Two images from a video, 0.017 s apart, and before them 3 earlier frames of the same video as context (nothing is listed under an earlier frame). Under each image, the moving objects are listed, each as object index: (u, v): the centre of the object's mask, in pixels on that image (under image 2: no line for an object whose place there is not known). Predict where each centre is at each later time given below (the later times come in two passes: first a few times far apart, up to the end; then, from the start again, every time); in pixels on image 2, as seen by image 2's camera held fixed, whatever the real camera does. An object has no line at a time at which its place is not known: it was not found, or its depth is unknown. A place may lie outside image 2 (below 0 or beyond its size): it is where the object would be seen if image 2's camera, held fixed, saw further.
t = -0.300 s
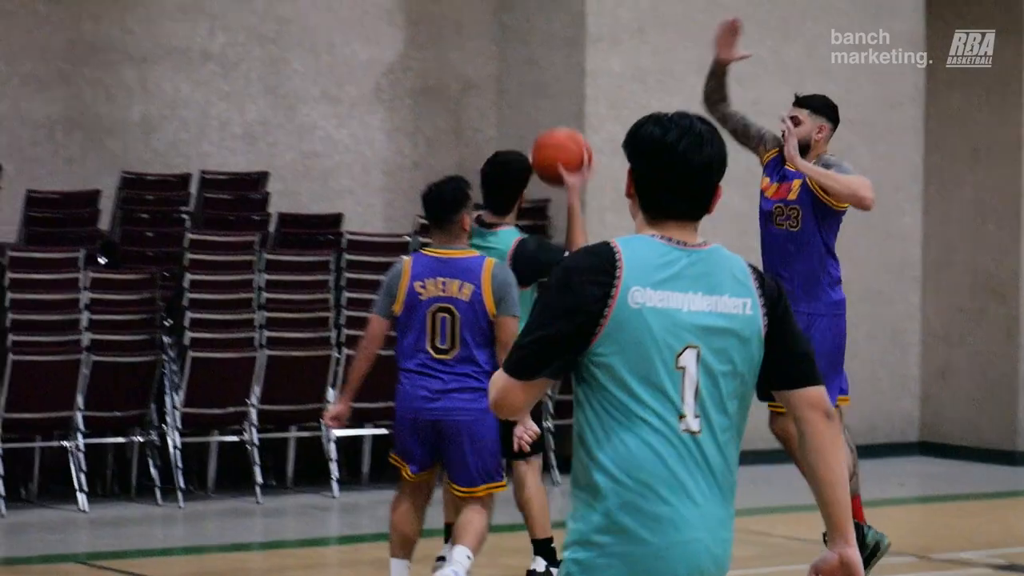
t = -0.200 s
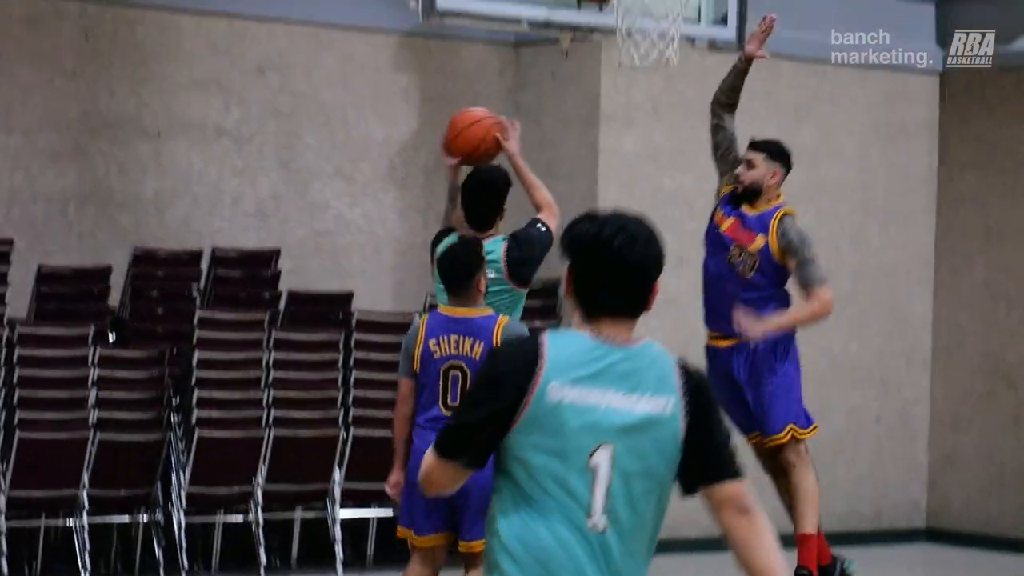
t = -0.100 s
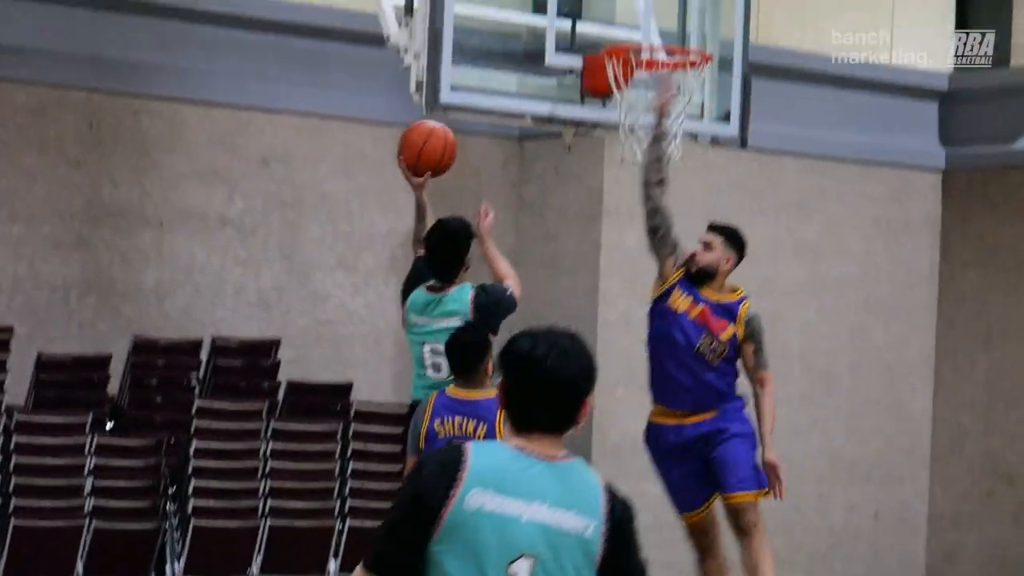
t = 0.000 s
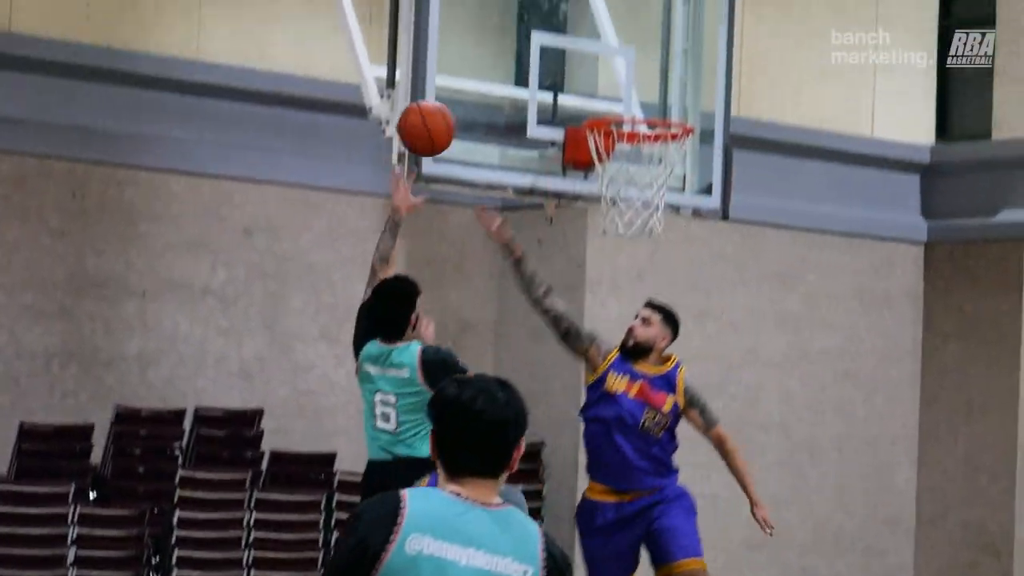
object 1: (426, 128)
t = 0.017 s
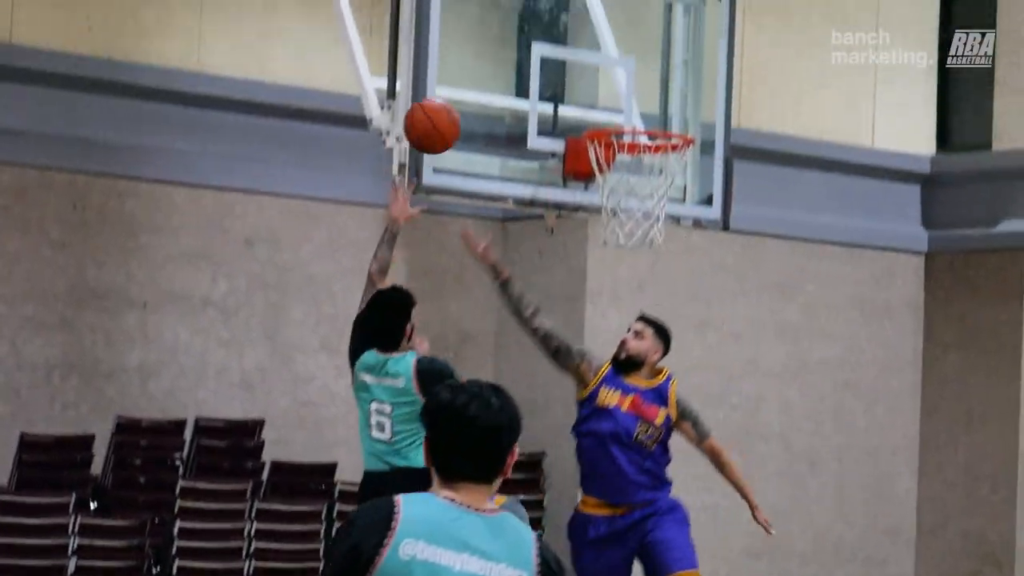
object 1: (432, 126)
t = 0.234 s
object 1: (496, 15)
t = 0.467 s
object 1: (575, 24)
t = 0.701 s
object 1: (648, 157)
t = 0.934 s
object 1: (678, 336)
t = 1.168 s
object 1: (708, 612)
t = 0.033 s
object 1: (437, 114)
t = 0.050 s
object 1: (443, 101)
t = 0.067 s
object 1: (447, 90)
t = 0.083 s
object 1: (453, 80)
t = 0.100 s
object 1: (458, 70)
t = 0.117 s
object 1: (463, 60)
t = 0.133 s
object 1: (468, 52)
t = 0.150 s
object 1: (472, 44)
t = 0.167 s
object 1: (477, 37)
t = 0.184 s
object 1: (482, 31)
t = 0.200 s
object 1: (487, 25)
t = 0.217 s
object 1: (491, 20)
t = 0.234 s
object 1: (496, 15)
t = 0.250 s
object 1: (501, 12)
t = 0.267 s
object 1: (507, 9)
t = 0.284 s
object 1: (513, 7)
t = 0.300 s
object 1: (519, 5)
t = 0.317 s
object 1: (524, 4)
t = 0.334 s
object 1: (530, 4)
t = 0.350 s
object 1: (535, 4)
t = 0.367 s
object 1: (541, 6)
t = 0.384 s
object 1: (546, 7)
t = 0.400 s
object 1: (553, 9)
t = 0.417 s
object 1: (558, 12)
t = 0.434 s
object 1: (564, 16)
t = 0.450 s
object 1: (569, 19)
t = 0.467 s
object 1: (575, 24)
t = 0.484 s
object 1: (581, 29)
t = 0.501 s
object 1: (586, 35)
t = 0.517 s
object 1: (592, 42)
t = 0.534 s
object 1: (597, 49)
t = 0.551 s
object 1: (602, 57)
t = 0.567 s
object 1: (607, 66)
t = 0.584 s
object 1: (612, 75)
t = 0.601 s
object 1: (618, 84)
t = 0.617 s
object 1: (623, 94)
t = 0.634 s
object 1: (628, 104)
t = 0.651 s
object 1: (634, 111)
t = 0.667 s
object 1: (638, 129)
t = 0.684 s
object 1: (644, 143)
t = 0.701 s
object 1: (648, 157)
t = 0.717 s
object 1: (653, 170)
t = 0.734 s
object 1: (658, 184)
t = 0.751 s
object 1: (662, 197)
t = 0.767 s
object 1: (665, 208)
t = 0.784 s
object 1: (667, 219)
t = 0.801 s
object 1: (668, 229)
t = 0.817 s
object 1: (669, 240)
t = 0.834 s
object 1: (670, 251)
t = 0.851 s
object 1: (671, 265)
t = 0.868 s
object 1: (673, 277)
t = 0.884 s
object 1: (674, 291)
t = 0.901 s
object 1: (675, 306)
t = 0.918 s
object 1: (677, 321)
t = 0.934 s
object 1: (678, 336)
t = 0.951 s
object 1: (681, 352)
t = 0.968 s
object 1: (683, 368)
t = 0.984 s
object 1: (686, 383)
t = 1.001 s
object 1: (688, 400)
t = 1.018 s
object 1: (690, 418)
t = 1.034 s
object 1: (693, 436)
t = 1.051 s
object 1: (696, 455)
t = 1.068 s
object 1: (697, 475)
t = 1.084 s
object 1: (698, 495)
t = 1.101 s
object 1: (702, 517)
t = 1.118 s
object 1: (703, 540)
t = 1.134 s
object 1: (704, 563)
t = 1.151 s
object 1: (705, 588)
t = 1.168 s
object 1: (708, 612)
